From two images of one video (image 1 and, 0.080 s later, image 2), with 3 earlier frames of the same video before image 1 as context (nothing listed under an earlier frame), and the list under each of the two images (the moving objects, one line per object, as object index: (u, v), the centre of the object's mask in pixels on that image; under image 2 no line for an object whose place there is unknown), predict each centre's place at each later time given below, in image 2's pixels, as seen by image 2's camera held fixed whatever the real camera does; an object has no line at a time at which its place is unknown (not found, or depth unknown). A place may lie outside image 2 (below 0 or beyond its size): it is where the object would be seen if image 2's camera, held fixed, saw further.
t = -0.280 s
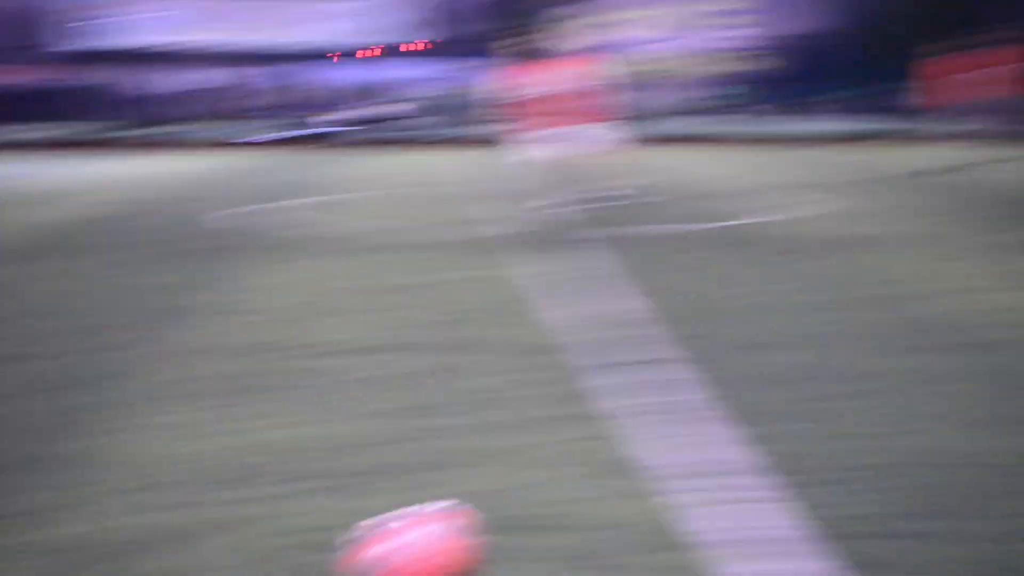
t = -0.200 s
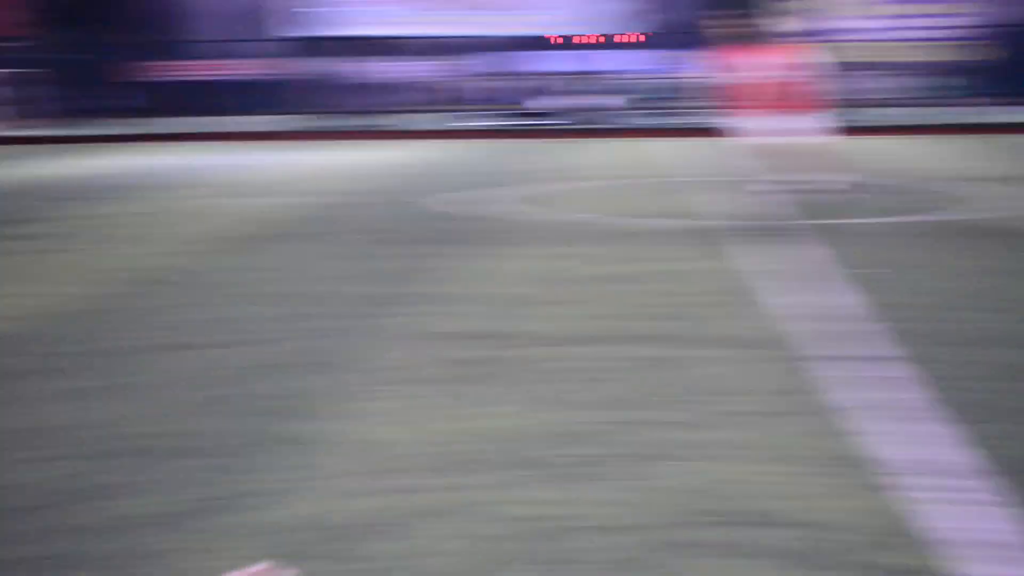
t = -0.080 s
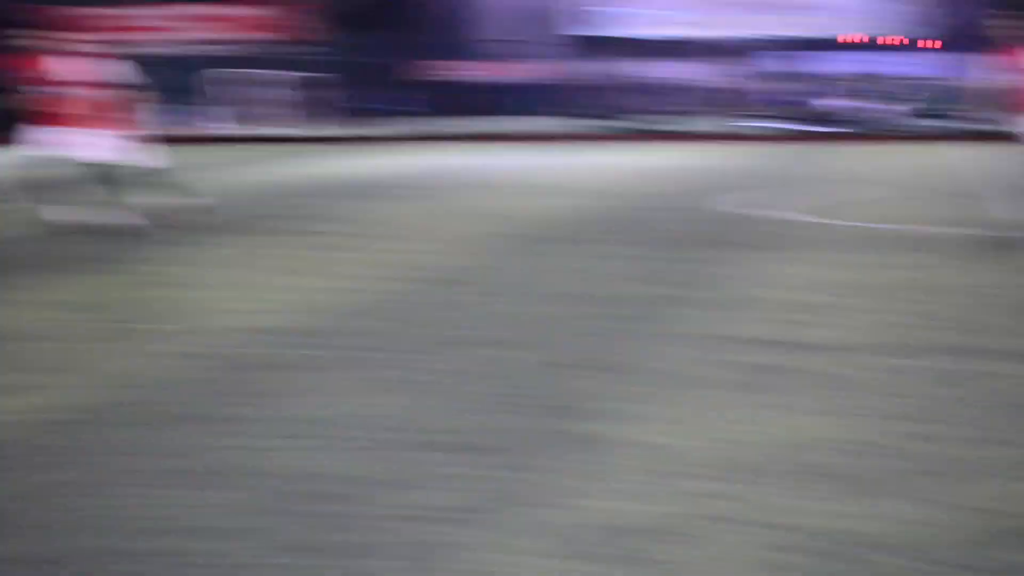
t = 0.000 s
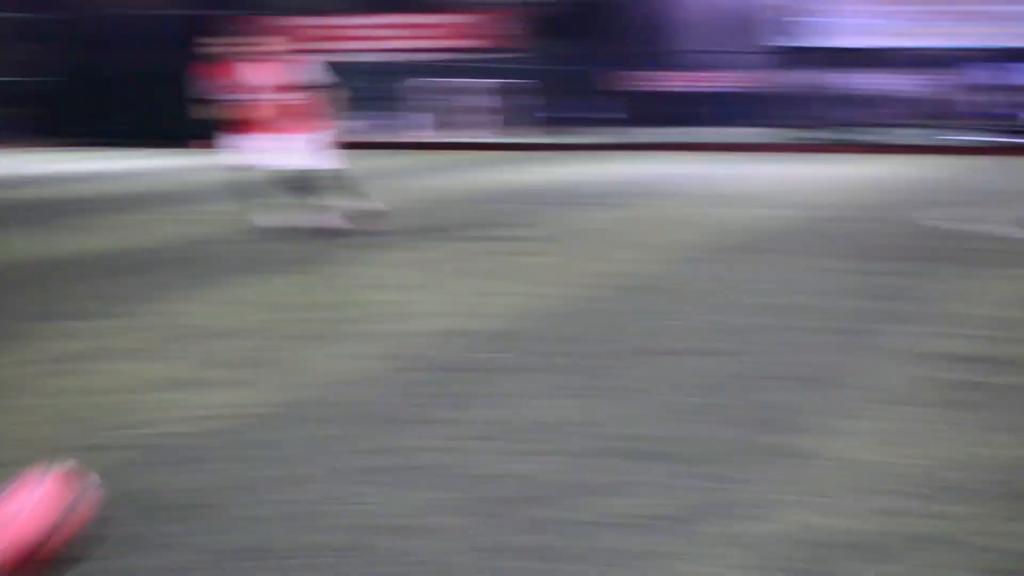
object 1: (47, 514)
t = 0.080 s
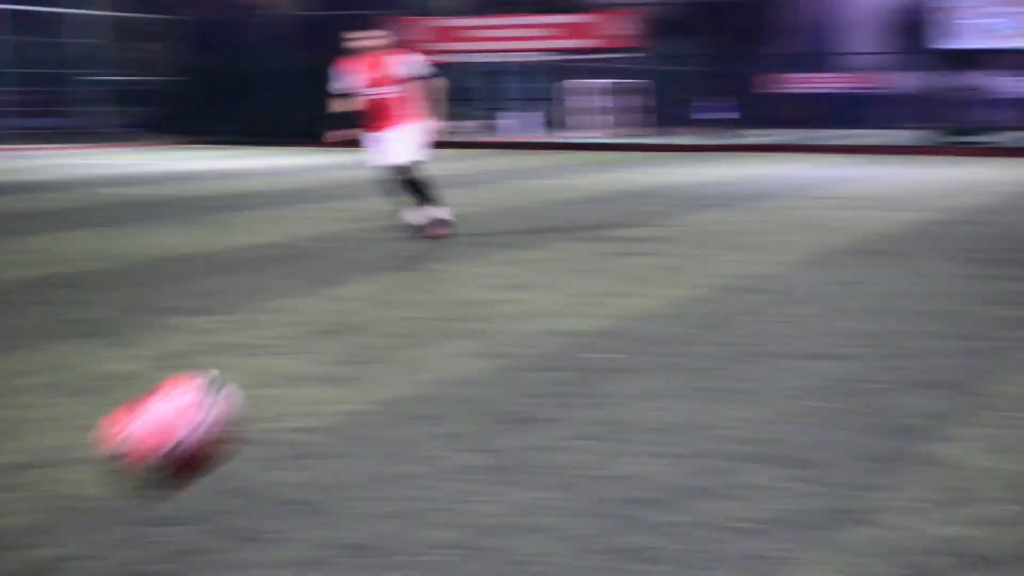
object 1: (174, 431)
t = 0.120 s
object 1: (192, 397)
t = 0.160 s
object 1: (206, 372)
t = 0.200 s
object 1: (234, 354)
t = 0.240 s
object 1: (254, 345)
